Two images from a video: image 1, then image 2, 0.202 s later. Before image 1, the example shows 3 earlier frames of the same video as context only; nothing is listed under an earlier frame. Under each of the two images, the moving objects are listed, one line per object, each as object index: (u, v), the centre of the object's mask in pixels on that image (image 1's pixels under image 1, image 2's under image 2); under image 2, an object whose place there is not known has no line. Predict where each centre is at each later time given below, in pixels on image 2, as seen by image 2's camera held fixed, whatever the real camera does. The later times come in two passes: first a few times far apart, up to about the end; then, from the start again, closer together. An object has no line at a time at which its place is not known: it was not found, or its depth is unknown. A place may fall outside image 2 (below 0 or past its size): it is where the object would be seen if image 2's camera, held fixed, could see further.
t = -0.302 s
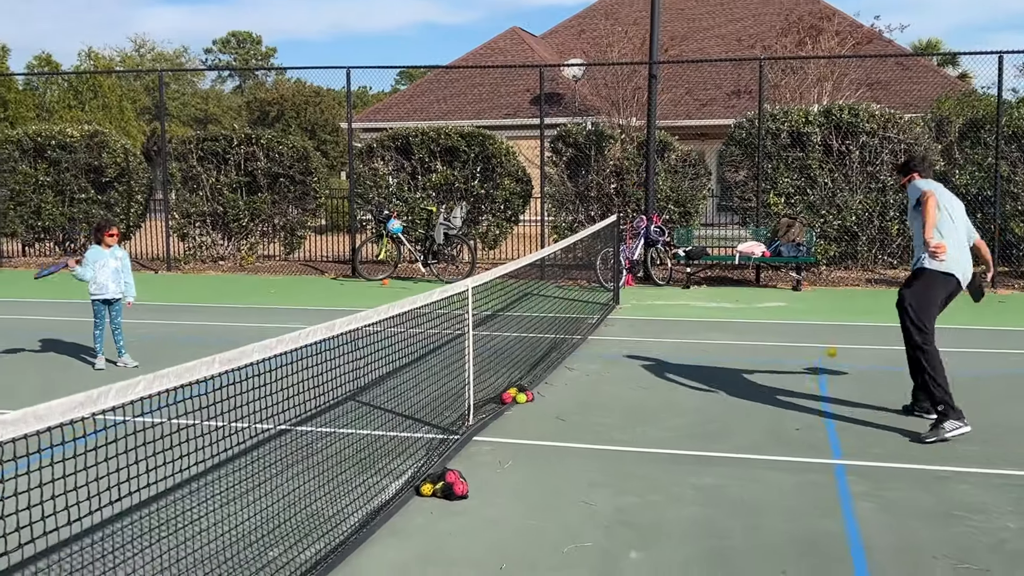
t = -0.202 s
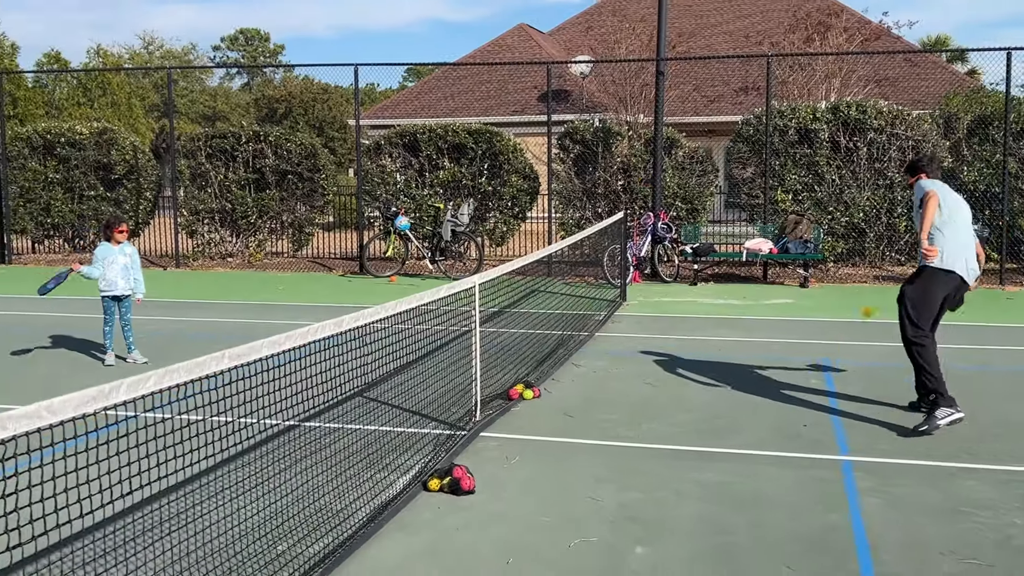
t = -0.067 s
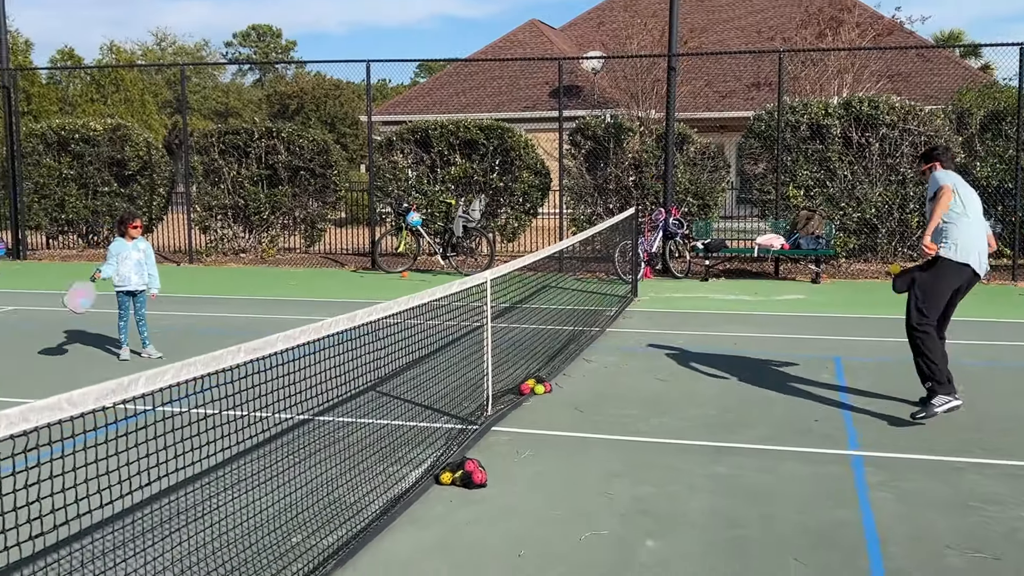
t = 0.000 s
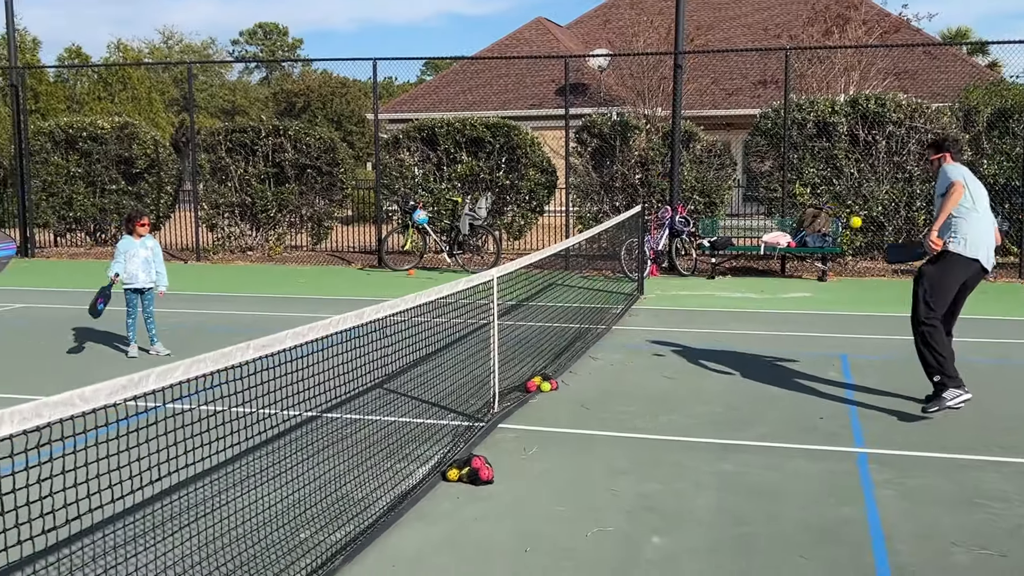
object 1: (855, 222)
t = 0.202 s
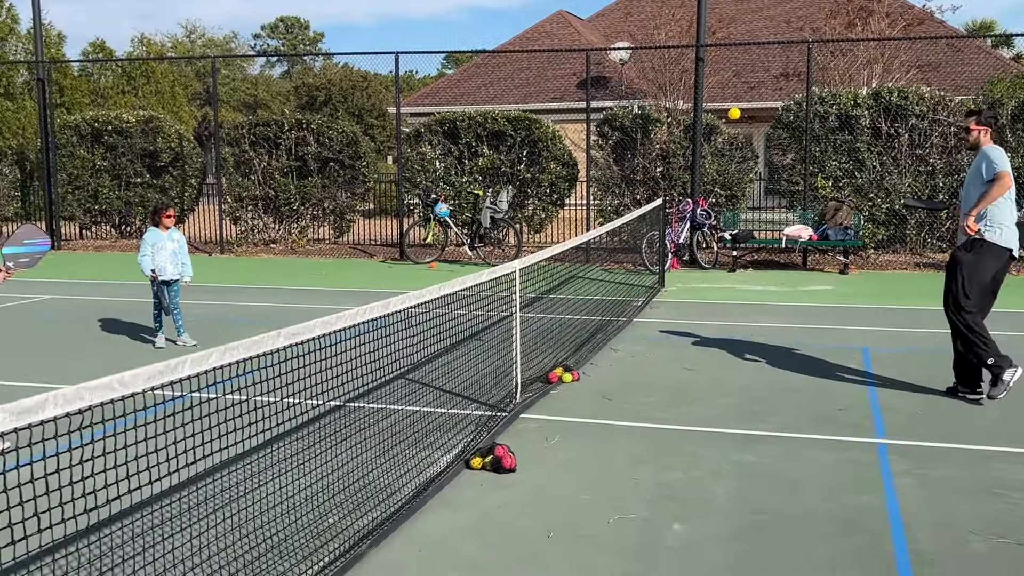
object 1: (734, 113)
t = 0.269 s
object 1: (685, 91)
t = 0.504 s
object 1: (510, 67)
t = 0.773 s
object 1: (297, 152)
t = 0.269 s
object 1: (685, 91)
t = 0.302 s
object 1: (660, 82)
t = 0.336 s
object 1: (635, 75)
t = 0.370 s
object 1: (611, 70)
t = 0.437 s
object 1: (560, 64)
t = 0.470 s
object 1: (535, 65)
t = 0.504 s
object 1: (510, 67)
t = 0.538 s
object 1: (484, 70)
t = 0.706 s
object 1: (351, 119)
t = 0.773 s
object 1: (297, 152)
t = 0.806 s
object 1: (270, 171)
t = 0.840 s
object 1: (243, 193)
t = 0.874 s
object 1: (216, 216)
